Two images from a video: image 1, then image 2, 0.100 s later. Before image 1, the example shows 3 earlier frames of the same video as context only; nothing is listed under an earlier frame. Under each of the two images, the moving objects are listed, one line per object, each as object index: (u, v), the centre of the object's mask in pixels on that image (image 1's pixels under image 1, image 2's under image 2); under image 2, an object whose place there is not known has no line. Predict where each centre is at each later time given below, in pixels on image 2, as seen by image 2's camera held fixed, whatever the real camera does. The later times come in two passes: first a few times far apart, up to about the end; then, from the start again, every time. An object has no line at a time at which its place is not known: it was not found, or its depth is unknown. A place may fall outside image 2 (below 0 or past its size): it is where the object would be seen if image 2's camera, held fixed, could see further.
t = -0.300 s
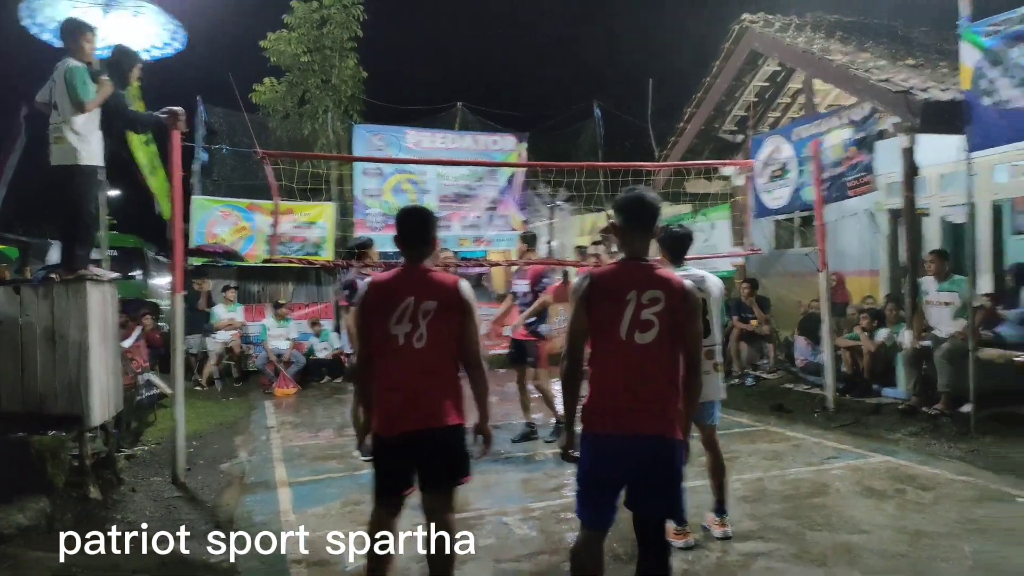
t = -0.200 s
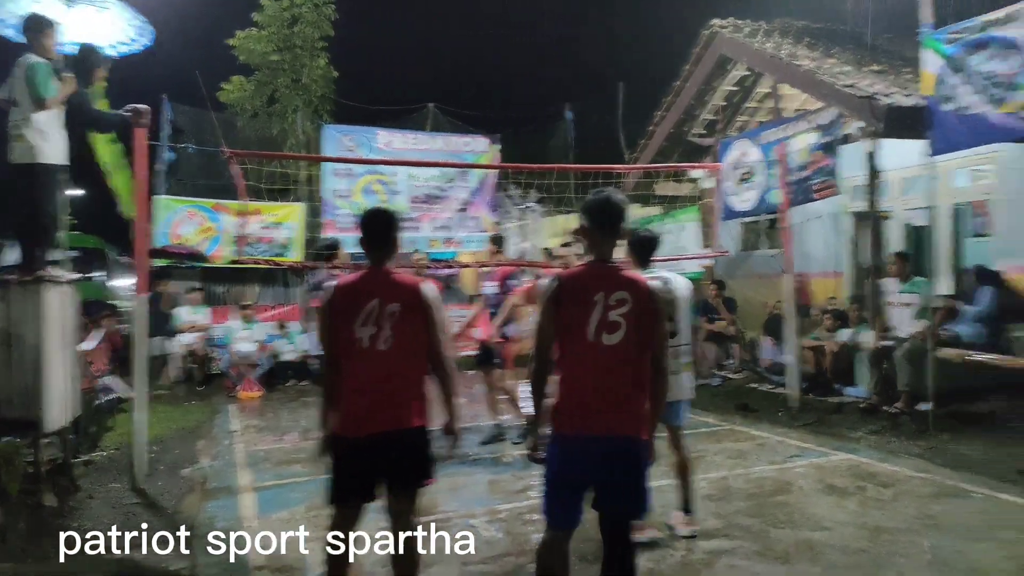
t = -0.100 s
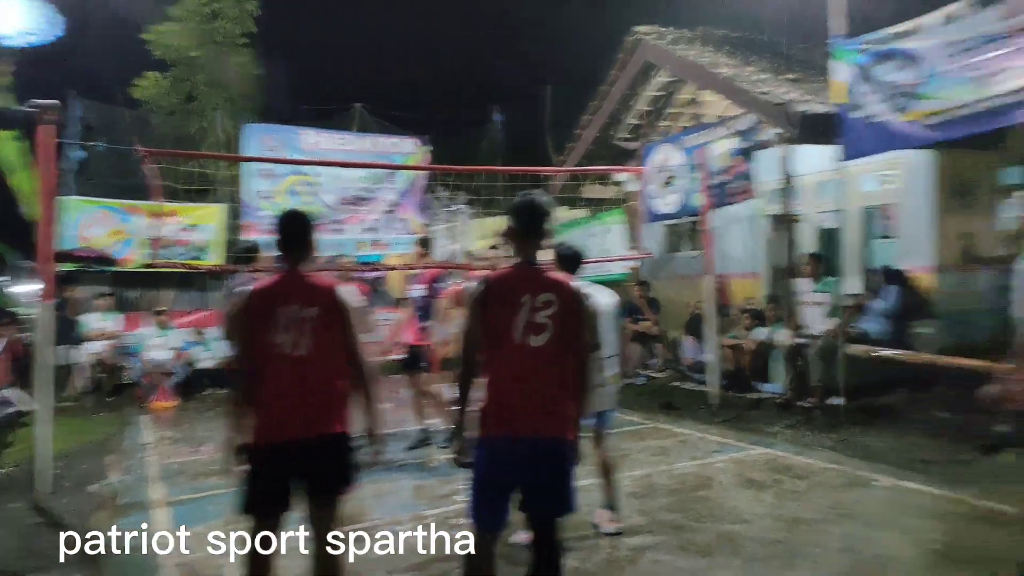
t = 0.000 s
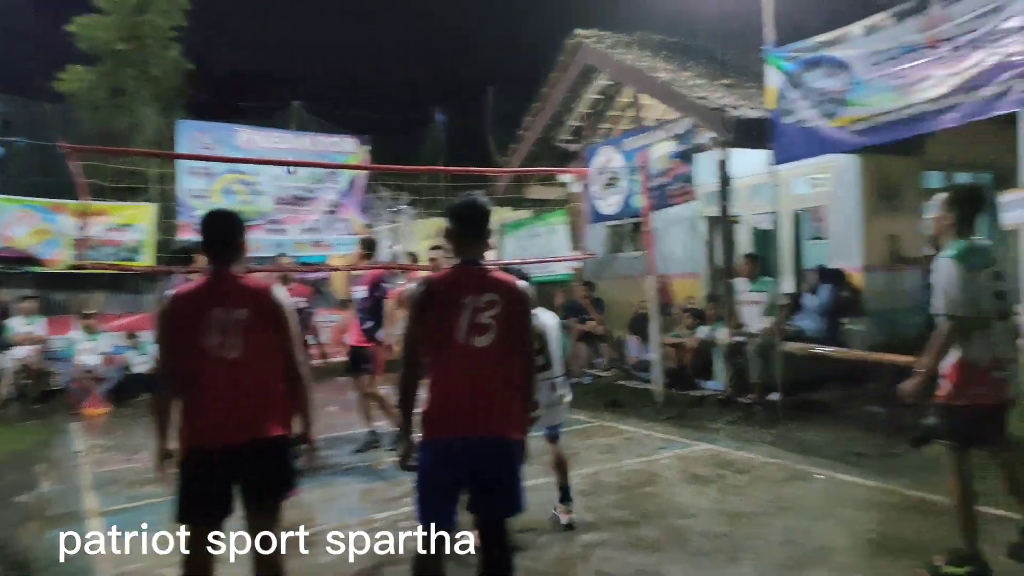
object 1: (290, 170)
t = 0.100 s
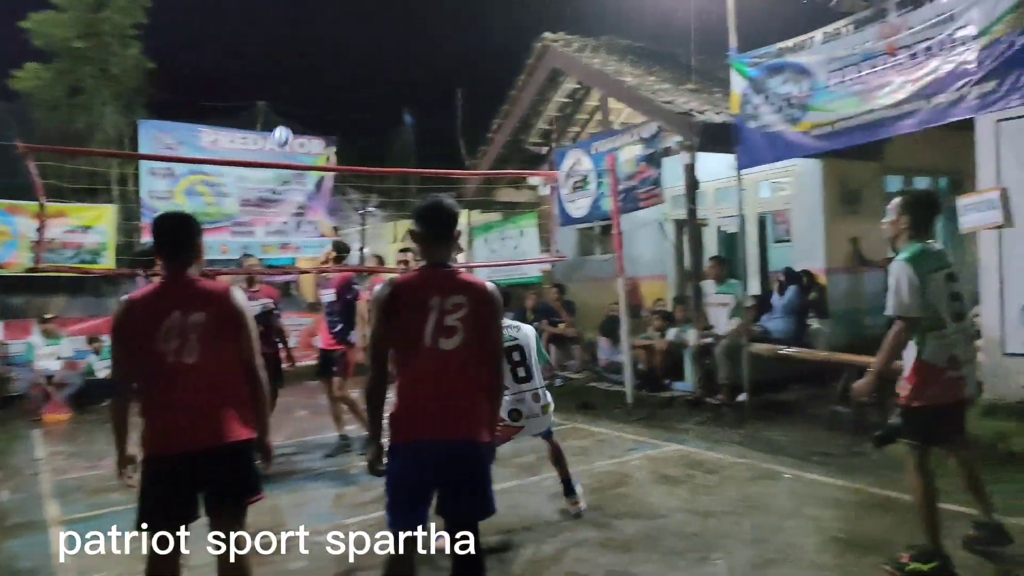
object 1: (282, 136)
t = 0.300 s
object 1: (341, 100)
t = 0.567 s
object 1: (440, 106)
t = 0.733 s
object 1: (515, 149)
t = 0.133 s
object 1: (291, 128)
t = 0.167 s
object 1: (300, 122)
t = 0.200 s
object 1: (310, 116)
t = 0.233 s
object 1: (320, 110)
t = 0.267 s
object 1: (330, 105)
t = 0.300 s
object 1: (341, 100)
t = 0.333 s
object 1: (352, 97)
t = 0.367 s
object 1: (363, 95)
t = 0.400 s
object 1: (375, 95)
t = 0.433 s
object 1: (387, 96)
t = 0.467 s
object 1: (400, 97)
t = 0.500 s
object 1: (413, 98)
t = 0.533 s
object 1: (426, 101)
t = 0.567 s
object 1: (440, 106)
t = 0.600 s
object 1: (453, 113)
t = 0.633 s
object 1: (468, 121)
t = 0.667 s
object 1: (483, 129)
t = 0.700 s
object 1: (499, 138)
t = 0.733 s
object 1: (515, 149)
